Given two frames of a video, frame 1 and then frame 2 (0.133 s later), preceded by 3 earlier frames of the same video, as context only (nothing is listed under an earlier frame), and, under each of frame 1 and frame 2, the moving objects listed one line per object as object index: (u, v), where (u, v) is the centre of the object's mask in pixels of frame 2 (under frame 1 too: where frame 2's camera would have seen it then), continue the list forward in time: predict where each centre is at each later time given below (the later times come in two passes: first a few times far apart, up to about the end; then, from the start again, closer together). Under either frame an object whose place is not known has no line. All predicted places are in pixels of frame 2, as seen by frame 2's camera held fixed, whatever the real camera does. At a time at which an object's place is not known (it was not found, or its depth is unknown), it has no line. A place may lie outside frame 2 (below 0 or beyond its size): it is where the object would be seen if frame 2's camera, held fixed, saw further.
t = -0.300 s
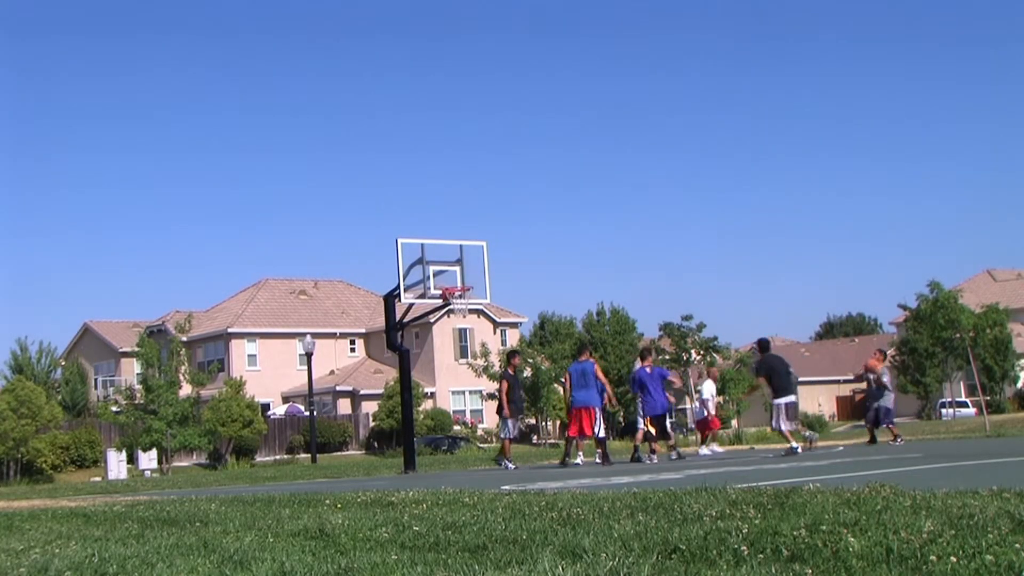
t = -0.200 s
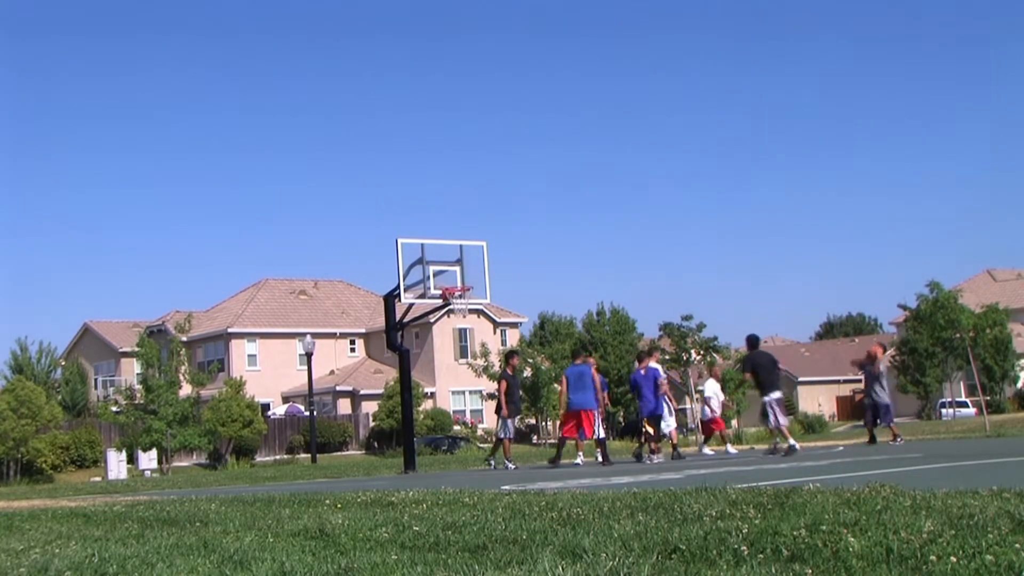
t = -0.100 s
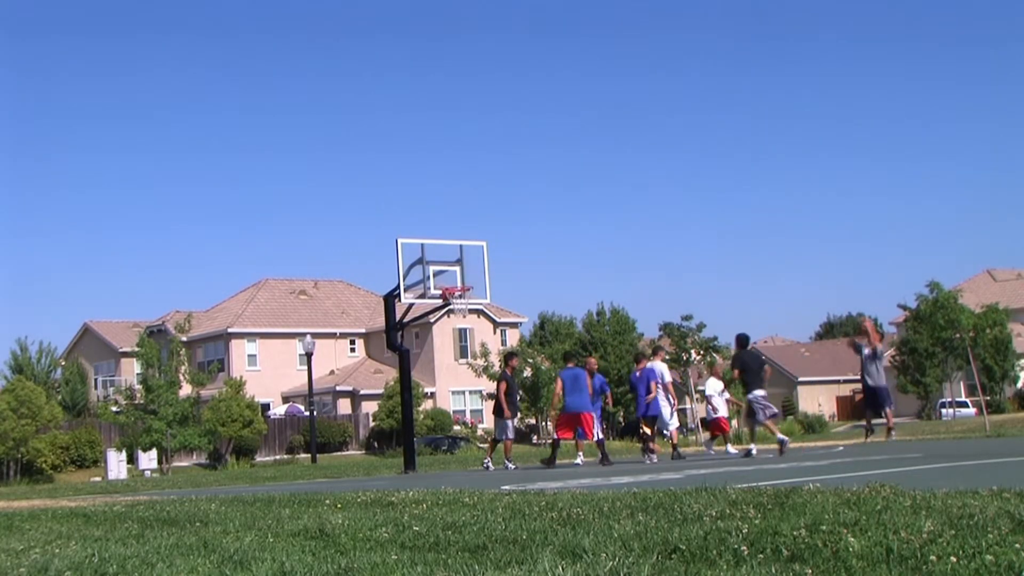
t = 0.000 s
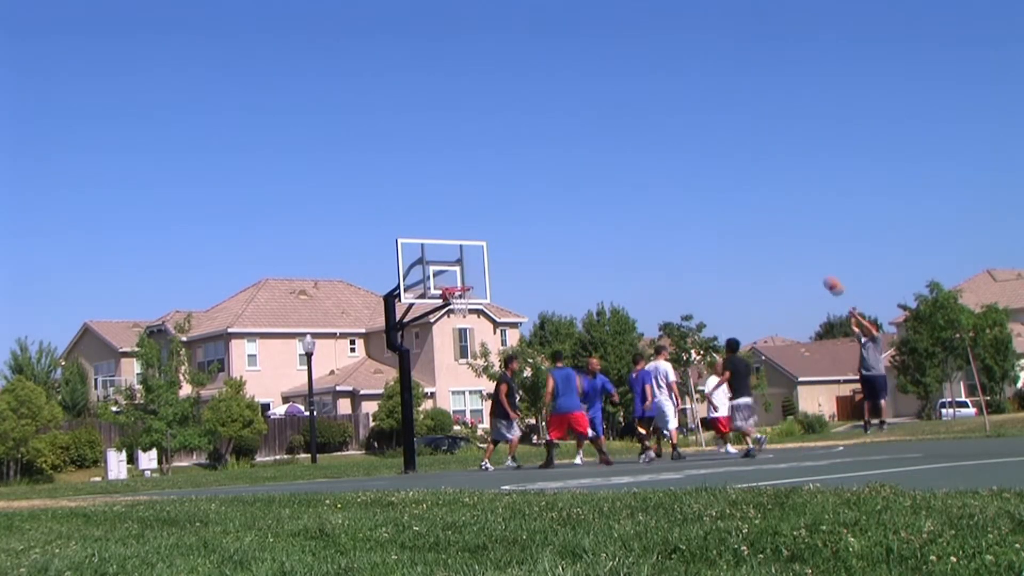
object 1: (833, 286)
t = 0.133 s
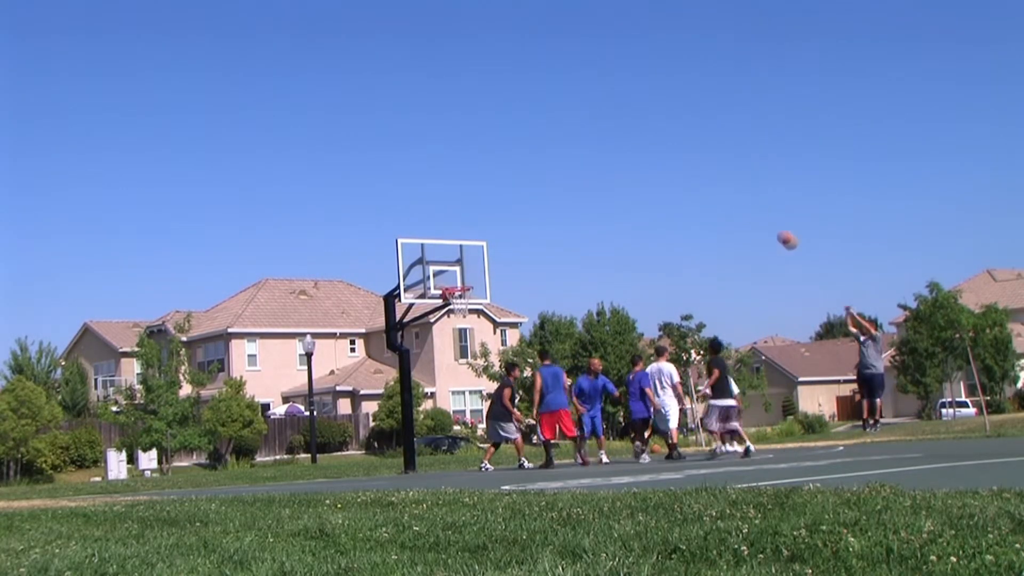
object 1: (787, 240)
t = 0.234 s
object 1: (753, 213)
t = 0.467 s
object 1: (678, 175)
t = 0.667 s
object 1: (618, 168)
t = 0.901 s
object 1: (551, 190)
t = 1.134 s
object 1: (491, 242)
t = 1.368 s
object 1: (453, 309)
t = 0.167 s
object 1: (775, 230)
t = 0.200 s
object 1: (764, 221)
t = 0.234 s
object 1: (753, 213)
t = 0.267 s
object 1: (742, 206)
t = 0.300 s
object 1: (731, 199)
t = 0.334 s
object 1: (720, 193)
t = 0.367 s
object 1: (710, 187)
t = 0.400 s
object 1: (699, 182)
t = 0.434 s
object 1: (688, 178)
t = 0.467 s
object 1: (678, 175)
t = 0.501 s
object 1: (668, 172)
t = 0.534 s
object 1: (658, 170)
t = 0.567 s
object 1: (647, 169)
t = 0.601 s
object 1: (638, 168)
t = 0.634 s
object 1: (627, 168)
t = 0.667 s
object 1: (618, 168)
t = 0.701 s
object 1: (608, 170)
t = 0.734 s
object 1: (598, 171)
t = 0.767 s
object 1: (588, 173)
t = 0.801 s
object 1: (579, 177)
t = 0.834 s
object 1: (569, 181)
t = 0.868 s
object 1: (560, 186)
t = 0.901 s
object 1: (551, 190)
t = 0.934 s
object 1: (542, 196)
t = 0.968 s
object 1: (533, 203)
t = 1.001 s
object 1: (524, 209)
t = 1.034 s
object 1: (516, 217)
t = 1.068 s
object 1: (507, 225)
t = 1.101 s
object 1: (498, 233)
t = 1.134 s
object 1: (491, 242)
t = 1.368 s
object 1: (453, 309)
